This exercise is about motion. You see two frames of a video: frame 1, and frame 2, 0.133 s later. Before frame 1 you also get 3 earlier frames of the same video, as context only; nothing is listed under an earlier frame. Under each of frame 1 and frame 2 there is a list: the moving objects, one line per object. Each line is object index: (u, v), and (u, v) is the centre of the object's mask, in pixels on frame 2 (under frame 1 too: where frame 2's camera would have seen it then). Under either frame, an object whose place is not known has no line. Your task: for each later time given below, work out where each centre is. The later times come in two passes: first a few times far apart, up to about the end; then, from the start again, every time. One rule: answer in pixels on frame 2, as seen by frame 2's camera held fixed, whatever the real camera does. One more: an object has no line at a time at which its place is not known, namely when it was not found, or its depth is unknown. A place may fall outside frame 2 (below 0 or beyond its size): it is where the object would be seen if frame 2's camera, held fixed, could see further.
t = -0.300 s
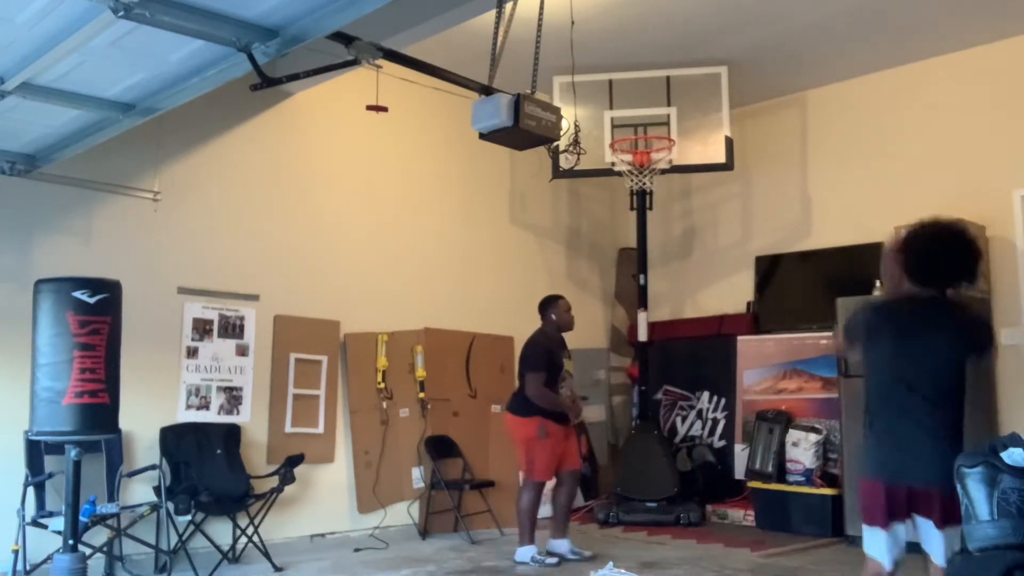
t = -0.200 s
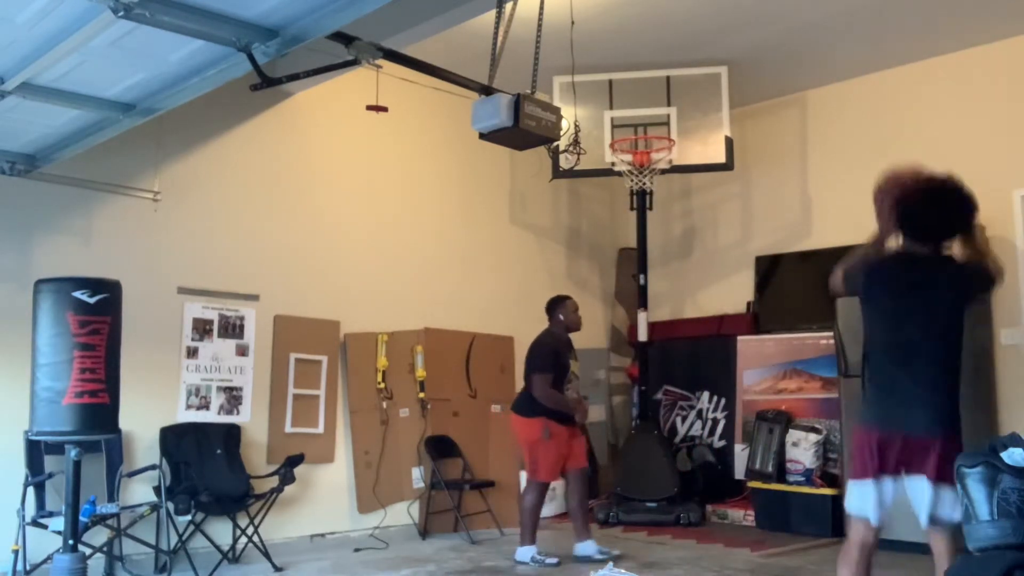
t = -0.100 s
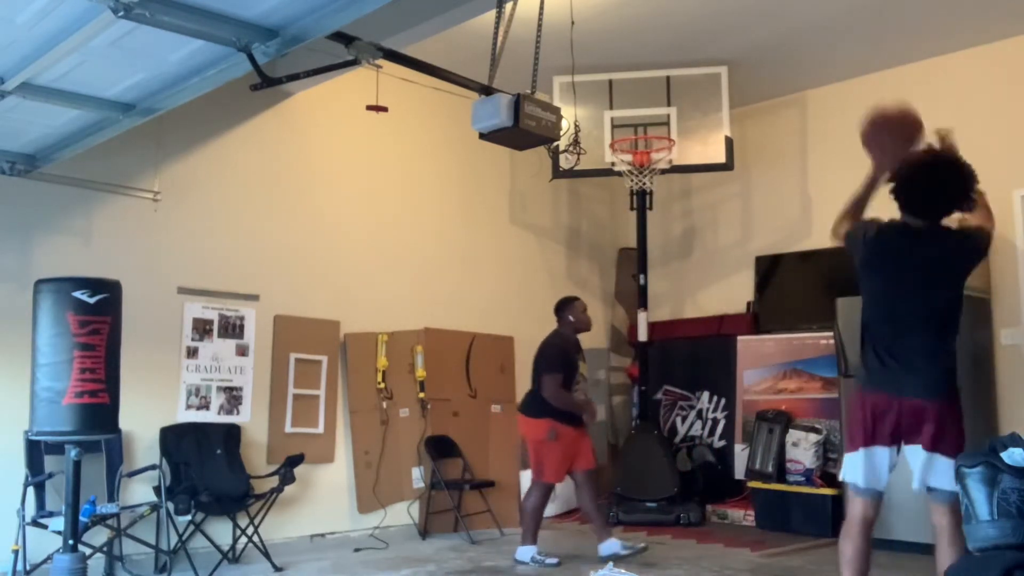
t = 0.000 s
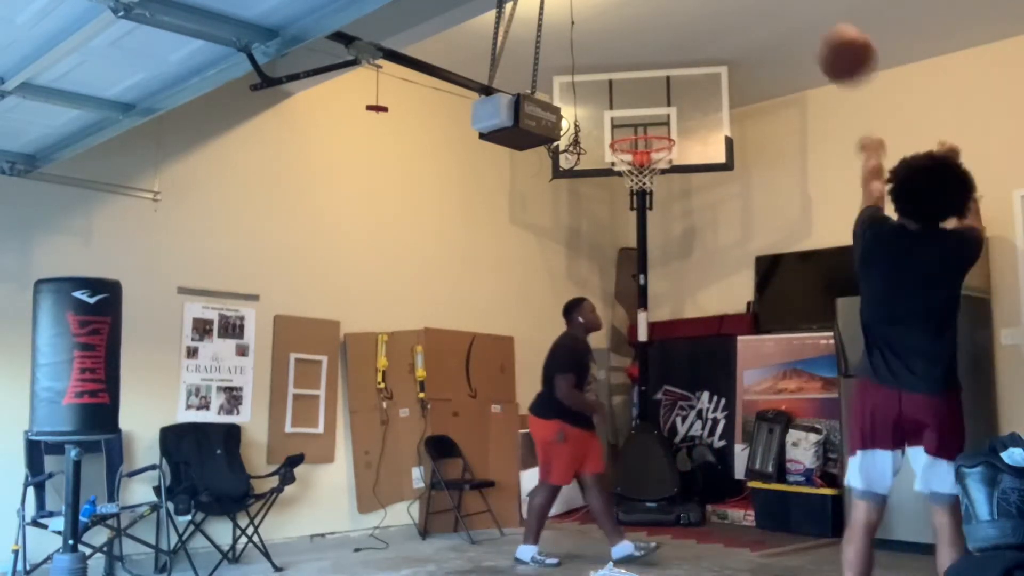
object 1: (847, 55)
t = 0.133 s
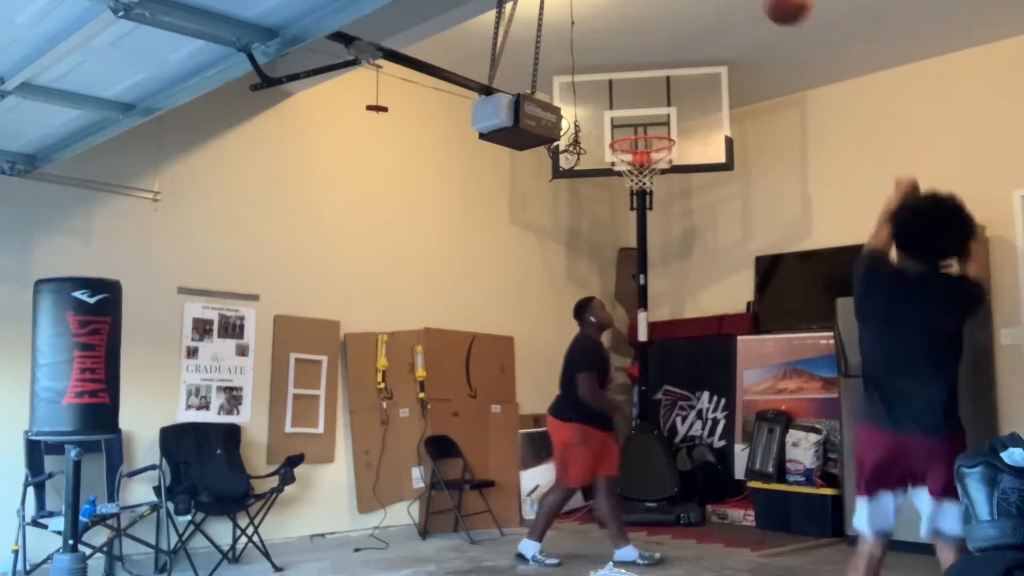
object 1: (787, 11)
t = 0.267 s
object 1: (743, 5)
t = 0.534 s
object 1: (679, 45)
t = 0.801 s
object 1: (639, 158)
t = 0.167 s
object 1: (775, 8)
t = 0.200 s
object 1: (763, 6)
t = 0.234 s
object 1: (753, 5)
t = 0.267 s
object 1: (743, 5)
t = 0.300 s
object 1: (734, 6)
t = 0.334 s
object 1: (725, 7)
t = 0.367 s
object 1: (716, 9)
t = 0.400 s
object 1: (708, 11)
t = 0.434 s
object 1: (701, 16)
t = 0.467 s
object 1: (694, 23)
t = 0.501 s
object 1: (686, 34)
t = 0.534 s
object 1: (679, 45)
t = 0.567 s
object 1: (674, 57)
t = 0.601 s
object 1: (667, 71)
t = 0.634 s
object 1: (661, 86)
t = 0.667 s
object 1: (655, 100)
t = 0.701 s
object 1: (649, 117)
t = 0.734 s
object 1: (645, 134)
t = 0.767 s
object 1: (640, 152)
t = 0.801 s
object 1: (639, 158)
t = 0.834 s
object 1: (639, 170)
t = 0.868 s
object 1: (639, 179)
